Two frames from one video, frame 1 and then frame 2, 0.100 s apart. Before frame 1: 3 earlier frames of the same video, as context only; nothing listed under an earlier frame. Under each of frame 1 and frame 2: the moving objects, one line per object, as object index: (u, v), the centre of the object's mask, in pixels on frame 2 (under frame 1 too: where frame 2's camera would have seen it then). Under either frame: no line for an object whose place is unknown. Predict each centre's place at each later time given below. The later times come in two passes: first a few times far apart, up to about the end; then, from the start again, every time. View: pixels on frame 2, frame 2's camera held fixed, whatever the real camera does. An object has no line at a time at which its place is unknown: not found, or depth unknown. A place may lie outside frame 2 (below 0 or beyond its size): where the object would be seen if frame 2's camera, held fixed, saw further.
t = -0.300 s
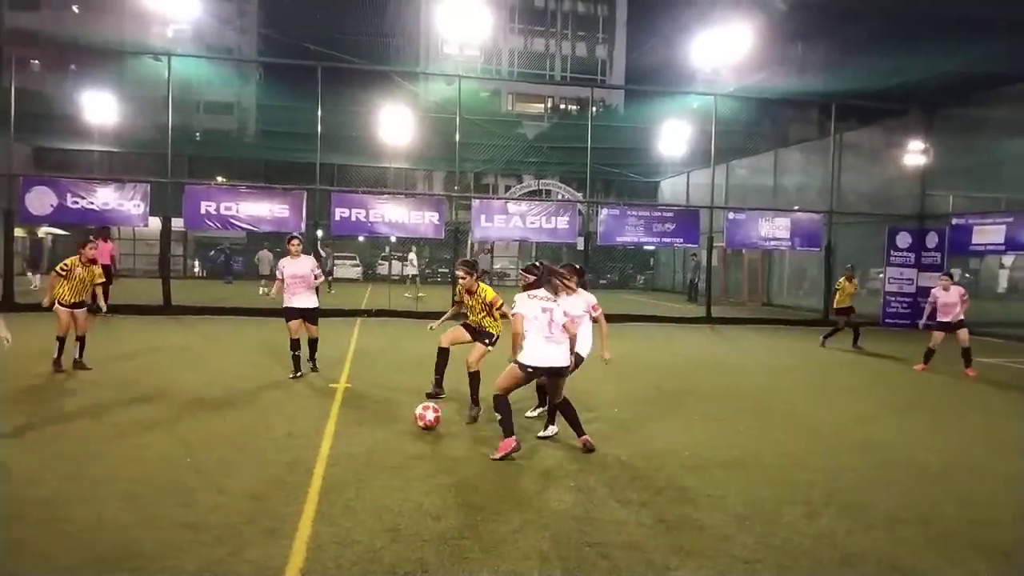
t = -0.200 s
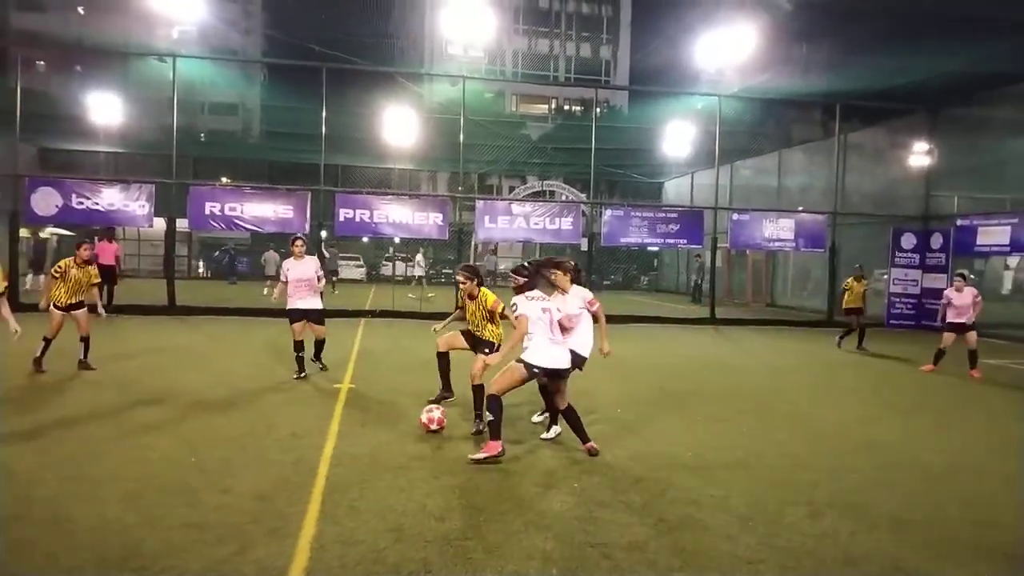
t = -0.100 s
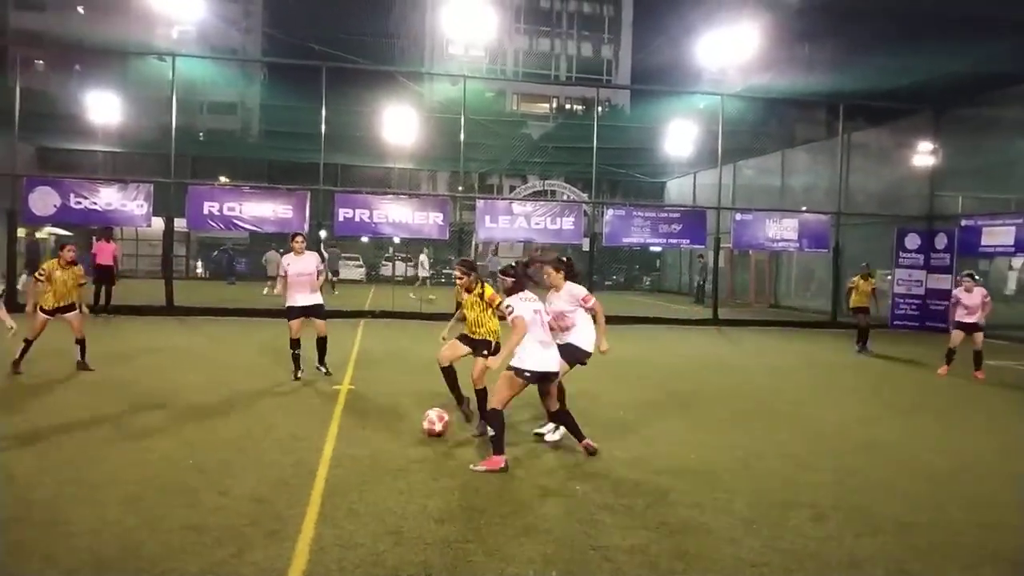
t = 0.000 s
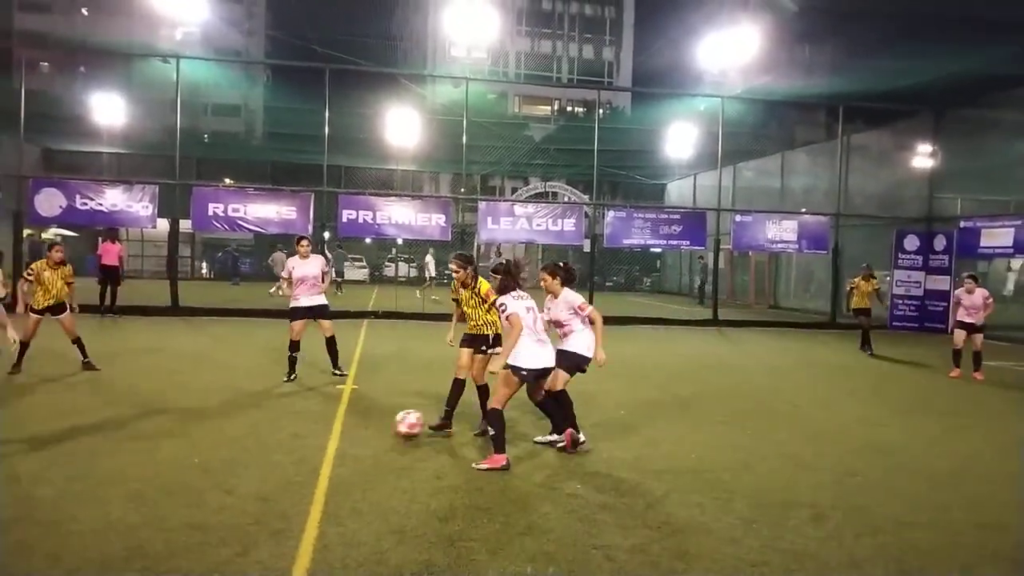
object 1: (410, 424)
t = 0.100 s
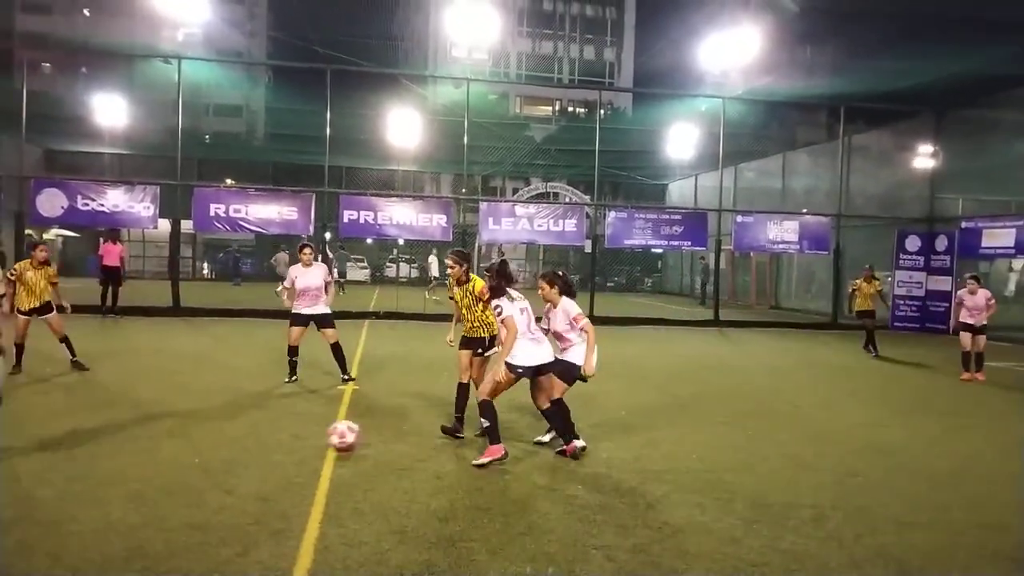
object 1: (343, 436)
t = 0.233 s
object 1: (252, 448)
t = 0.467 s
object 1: (104, 471)
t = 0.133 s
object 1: (320, 436)
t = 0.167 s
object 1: (299, 438)
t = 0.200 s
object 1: (276, 443)
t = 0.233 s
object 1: (252, 448)
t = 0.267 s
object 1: (231, 451)
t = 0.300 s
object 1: (209, 453)
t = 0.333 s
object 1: (186, 458)
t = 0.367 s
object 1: (165, 461)
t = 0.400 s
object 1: (144, 464)
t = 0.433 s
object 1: (124, 469)
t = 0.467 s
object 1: (104, 471)
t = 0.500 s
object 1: (85, 475)
